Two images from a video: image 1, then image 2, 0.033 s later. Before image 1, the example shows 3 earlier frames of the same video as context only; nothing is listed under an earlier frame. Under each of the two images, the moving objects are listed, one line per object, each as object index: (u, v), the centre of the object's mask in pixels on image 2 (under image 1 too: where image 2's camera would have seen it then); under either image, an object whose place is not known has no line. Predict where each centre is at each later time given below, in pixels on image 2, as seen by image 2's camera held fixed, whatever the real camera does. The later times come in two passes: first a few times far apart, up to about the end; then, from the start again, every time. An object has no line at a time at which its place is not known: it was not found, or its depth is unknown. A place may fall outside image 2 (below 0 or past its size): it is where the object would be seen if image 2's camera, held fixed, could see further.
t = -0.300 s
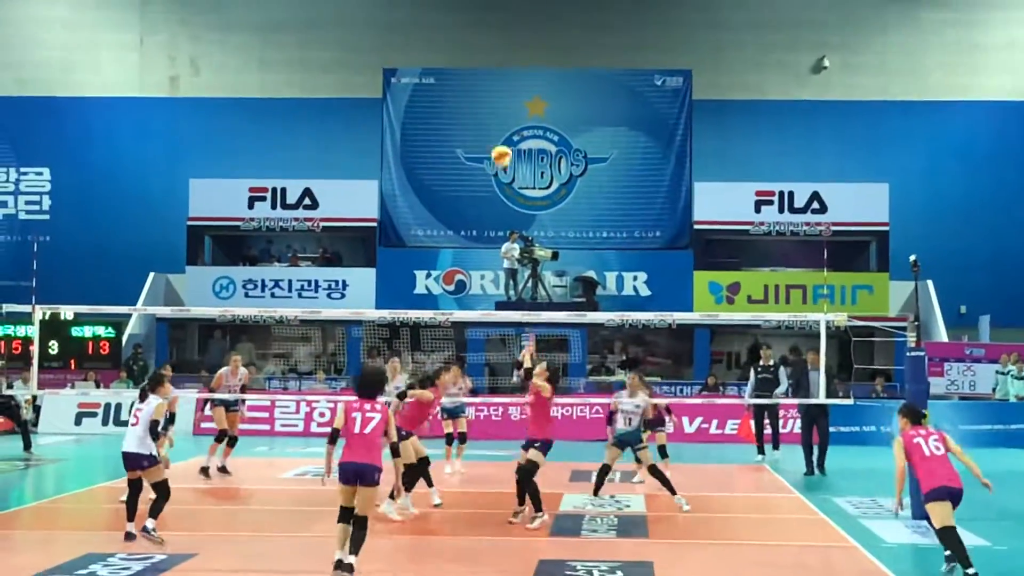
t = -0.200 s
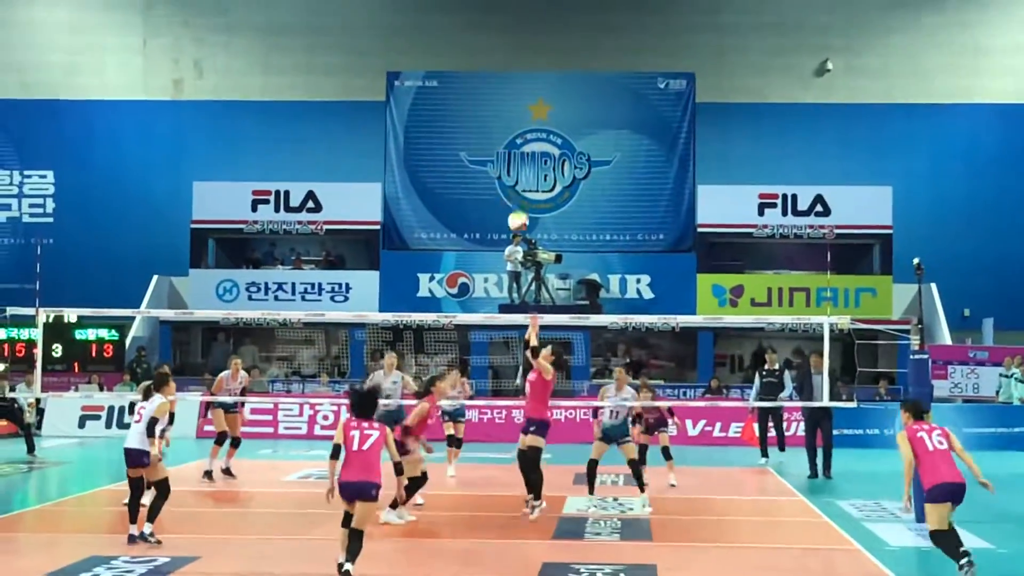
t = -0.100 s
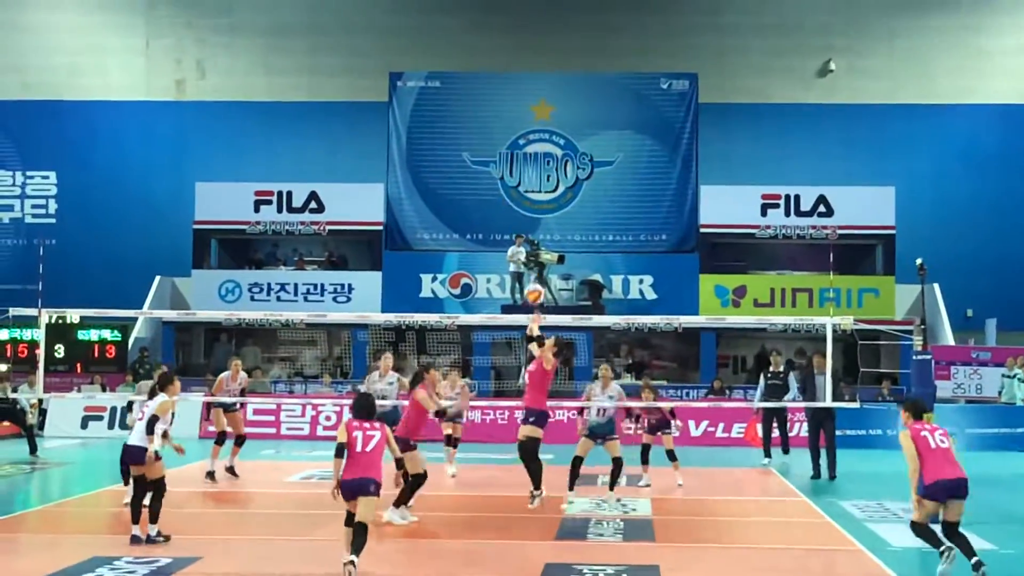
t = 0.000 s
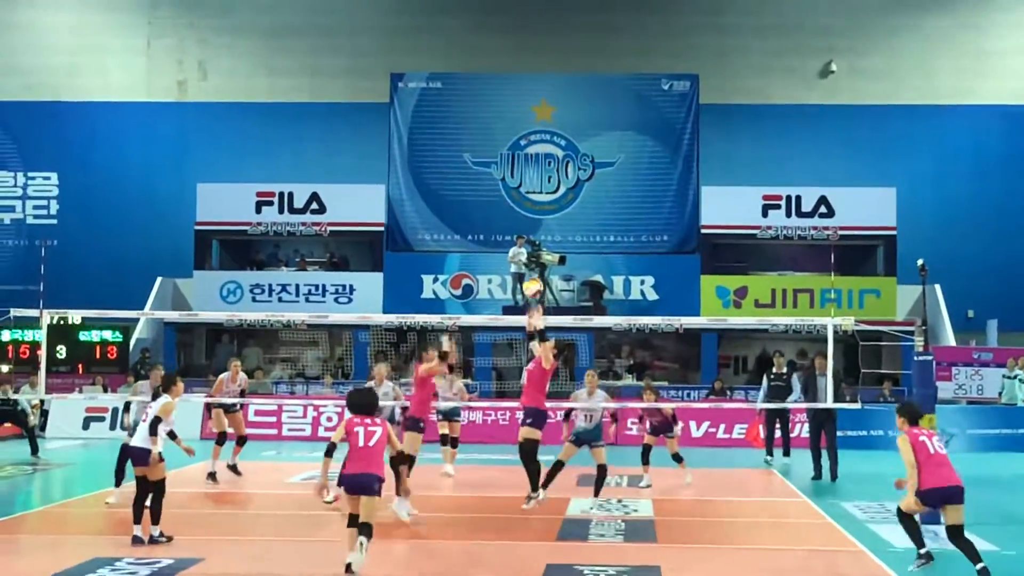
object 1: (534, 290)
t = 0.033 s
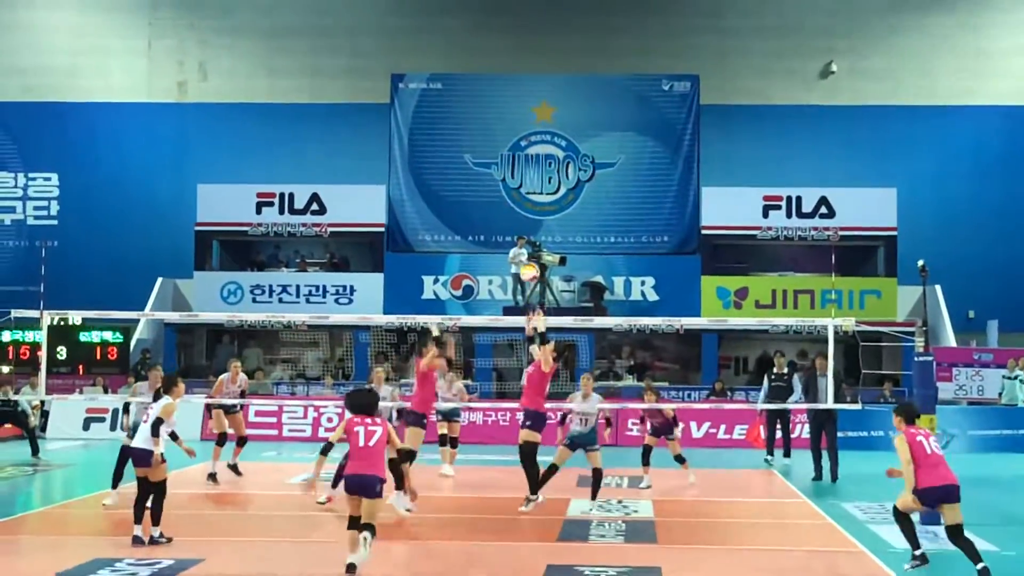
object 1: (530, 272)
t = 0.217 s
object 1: (507, 205)
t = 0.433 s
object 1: (481, 168)
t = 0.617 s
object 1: (458, 173)
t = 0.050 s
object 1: (527, 263)
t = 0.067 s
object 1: (526, 258)
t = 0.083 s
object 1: (523, 249)
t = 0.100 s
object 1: (522, 245)
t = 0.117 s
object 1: (519, 236)
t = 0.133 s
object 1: (517, 231)
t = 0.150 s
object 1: (516, 226)
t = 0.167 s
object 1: (513, 218)
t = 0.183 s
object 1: (511, 215)
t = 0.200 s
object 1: (509, 209)
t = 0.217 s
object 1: (507, 205)
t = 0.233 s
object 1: (505, 200)
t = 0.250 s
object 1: (503, 196)
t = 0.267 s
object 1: (500, 192)
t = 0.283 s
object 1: (499, 189)
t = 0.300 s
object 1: (497, 186)
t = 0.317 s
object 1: (495, 182)
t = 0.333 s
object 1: (493, 180)
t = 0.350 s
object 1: (491, 177)
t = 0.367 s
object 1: (489, 175)
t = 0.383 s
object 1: (487, 172)
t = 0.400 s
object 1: (485, 171)
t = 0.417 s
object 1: (482, 169)
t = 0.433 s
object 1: (481, 168)
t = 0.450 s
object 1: (479, 167)
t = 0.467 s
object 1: (476, 167)
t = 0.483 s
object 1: (474, 166)
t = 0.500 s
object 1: (472, 166)
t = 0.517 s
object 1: (471, 166)
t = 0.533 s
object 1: (468, 166)
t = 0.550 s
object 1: (466, 167)
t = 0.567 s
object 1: (464, 169)
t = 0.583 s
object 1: (462, 169)
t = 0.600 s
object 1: (461, 170)
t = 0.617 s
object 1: (458, 173)
